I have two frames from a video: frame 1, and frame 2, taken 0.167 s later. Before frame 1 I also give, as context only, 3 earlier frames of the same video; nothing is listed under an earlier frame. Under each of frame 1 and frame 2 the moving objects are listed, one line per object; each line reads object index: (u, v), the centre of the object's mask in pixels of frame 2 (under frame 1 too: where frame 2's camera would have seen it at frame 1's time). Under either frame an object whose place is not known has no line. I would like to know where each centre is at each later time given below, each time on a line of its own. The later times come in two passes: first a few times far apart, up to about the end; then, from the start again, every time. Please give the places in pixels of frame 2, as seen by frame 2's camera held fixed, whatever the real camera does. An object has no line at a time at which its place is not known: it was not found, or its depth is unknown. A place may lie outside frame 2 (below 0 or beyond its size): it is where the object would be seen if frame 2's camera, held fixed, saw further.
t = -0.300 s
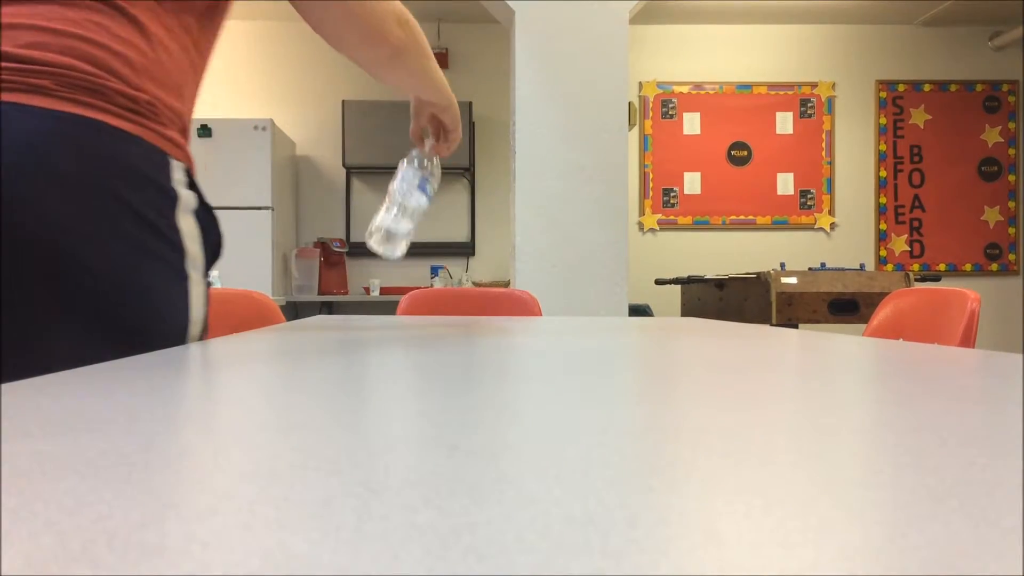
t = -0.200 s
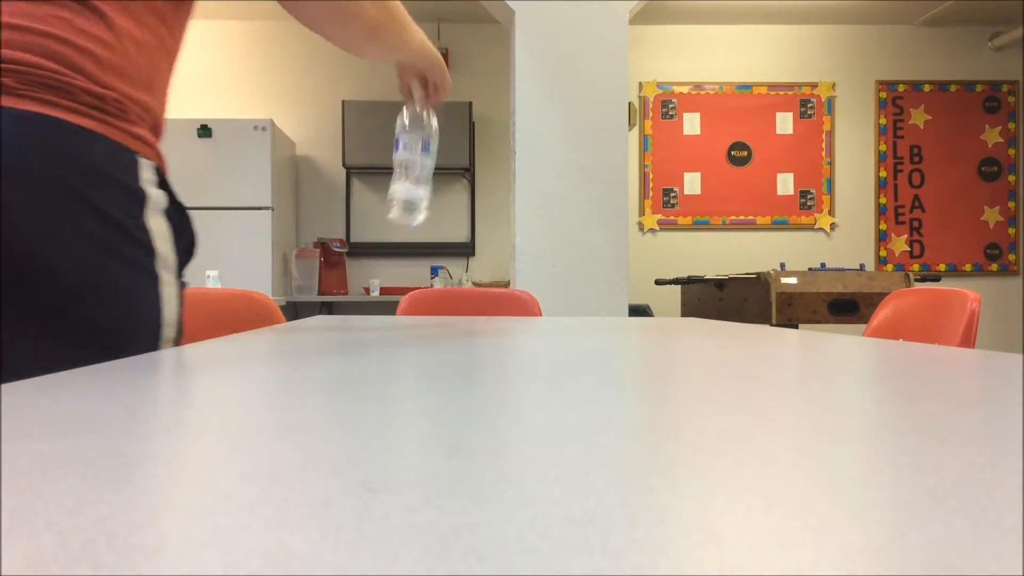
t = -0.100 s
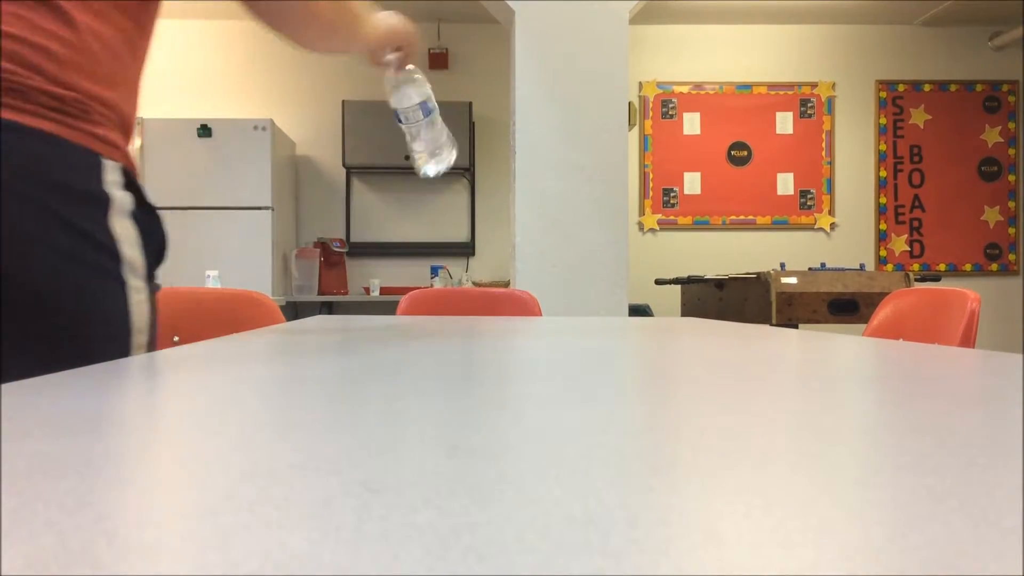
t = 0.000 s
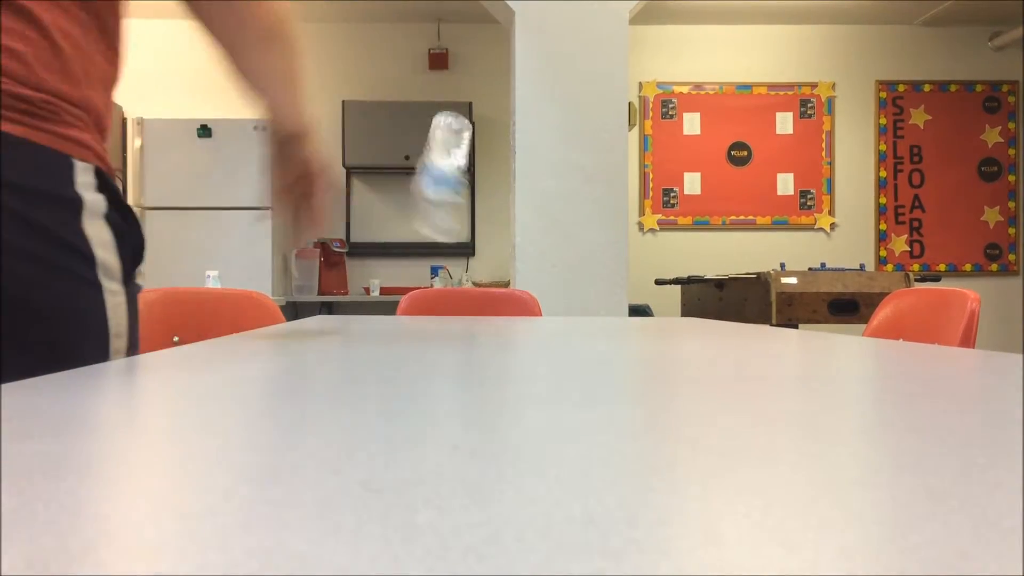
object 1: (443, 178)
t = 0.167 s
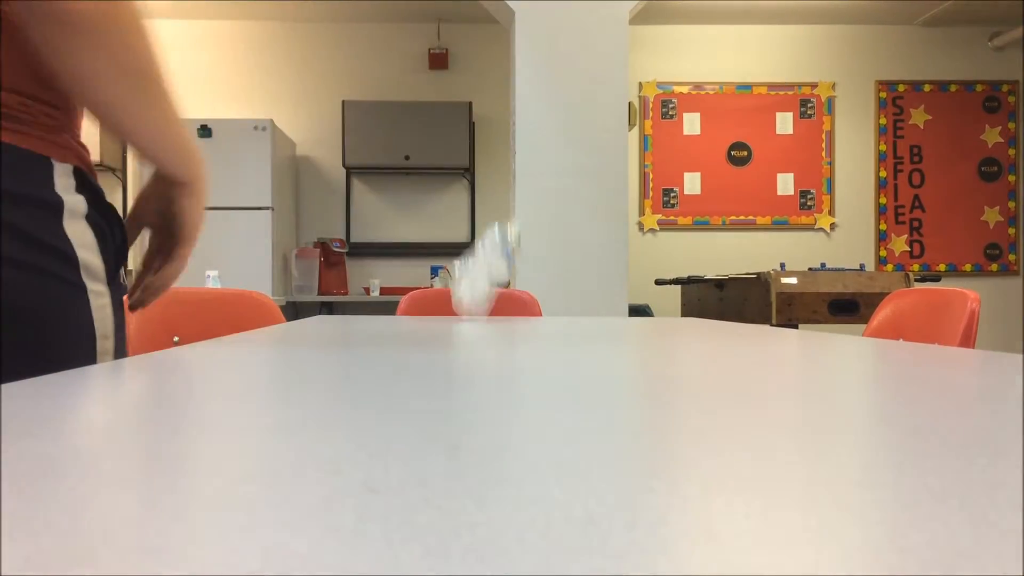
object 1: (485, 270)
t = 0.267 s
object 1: (501, 301)
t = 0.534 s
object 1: (508, 301)
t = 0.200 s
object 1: (494, 283)
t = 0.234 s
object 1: (497, 299)
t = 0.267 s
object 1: (501, 301)
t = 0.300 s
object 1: (502, 301)
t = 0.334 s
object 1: (502, 301)
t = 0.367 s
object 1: (502, 301)
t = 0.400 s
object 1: (502, 301)
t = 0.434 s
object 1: (503, 301)
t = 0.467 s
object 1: (505, 301)
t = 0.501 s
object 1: (506, 301)
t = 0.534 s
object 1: (508, 301)
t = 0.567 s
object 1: (510, 301)
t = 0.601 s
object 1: (511, 301)
